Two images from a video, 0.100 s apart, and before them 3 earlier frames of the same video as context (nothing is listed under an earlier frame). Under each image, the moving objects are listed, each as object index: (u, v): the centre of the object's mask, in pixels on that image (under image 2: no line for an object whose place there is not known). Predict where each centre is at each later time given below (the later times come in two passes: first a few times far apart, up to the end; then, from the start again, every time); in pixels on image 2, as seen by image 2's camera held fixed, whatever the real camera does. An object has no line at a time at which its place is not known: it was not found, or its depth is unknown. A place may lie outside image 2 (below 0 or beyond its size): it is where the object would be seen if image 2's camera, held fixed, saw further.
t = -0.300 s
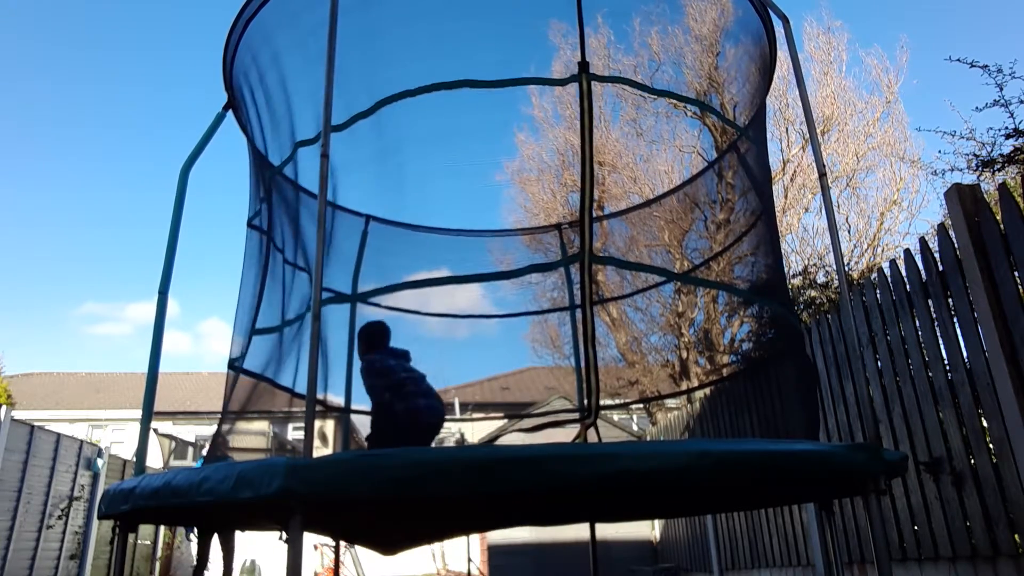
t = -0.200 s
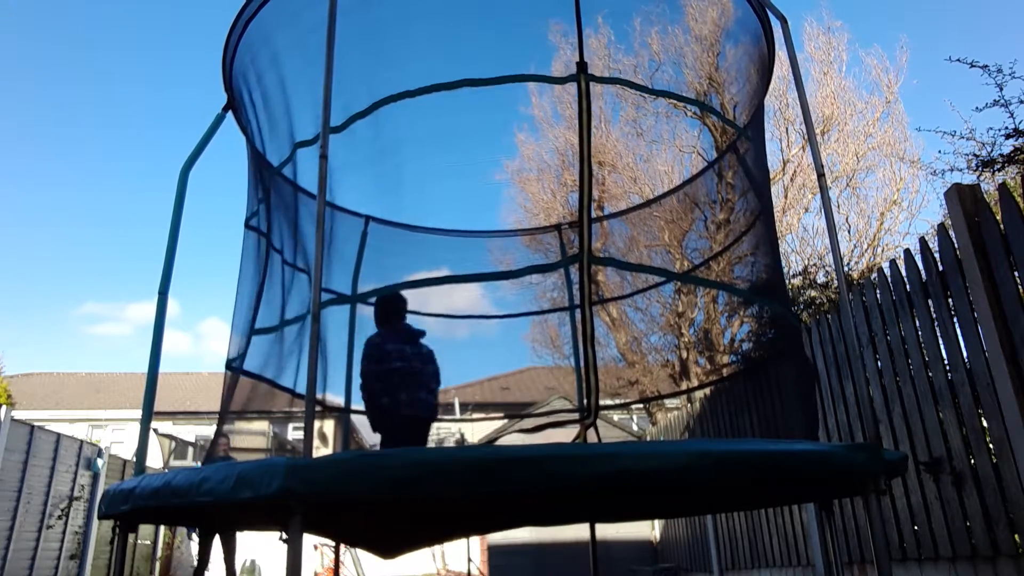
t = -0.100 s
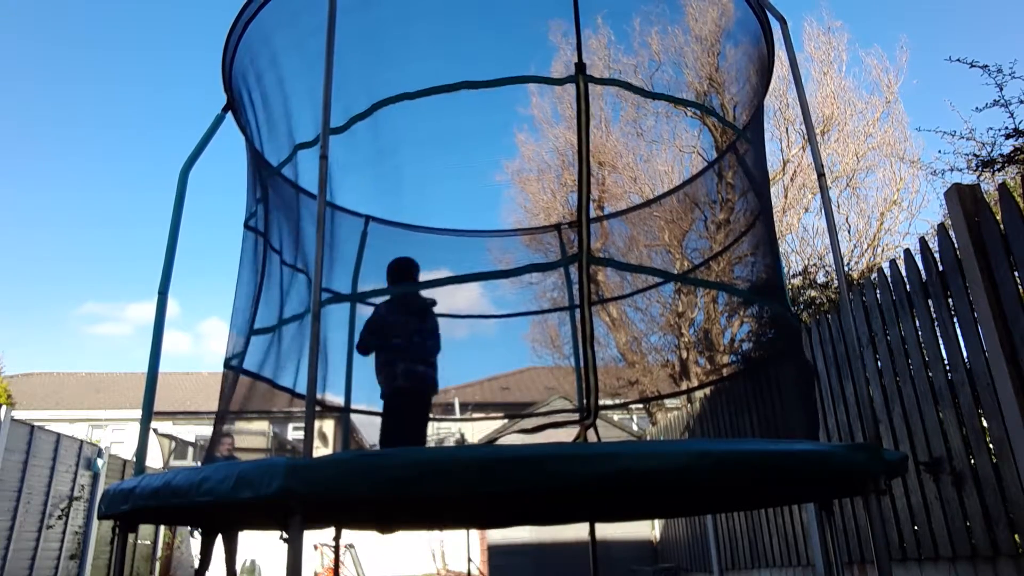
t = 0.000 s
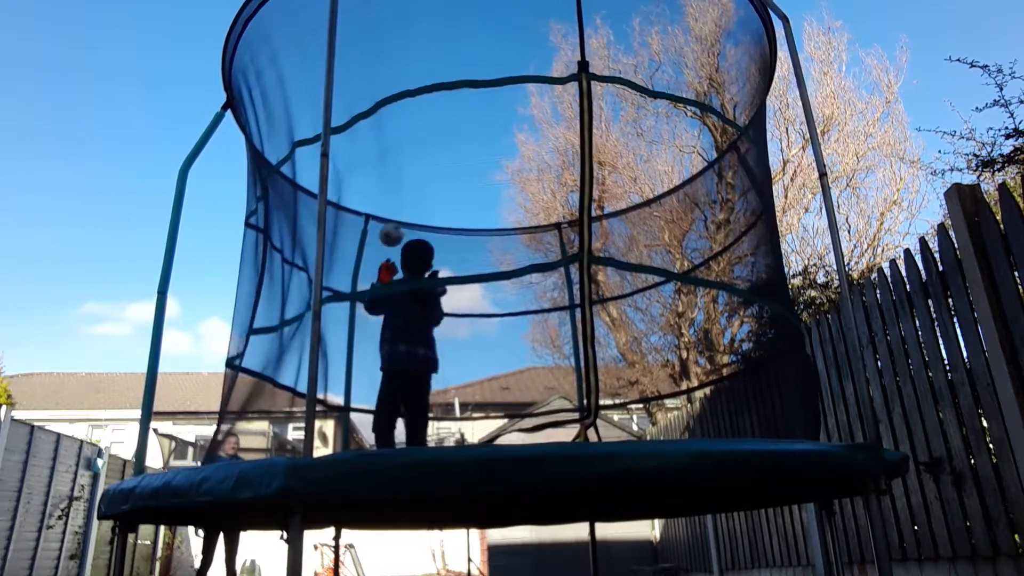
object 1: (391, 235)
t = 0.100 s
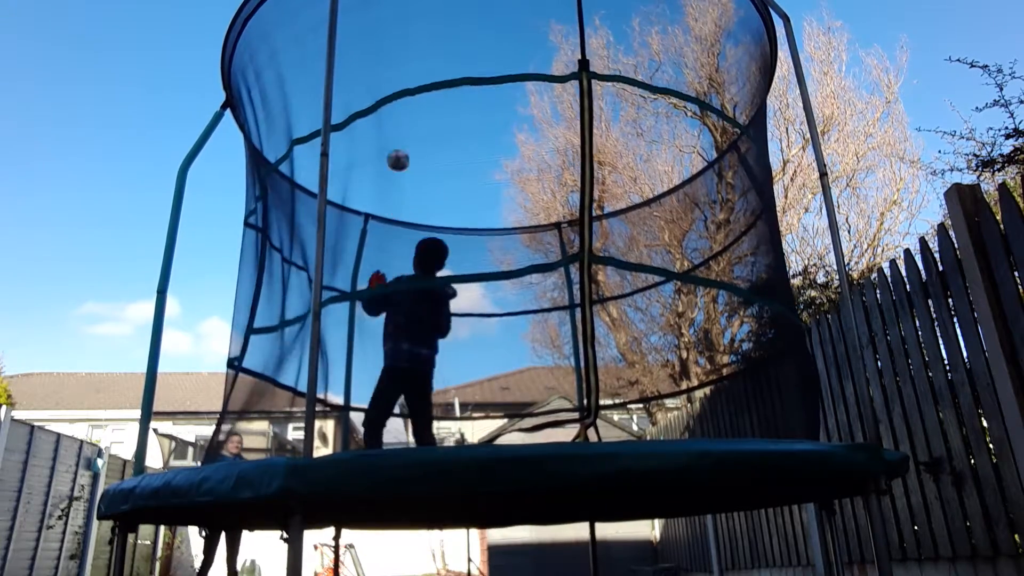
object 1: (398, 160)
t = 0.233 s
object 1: (405, 91)
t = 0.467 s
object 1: (414, 38)
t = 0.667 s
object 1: (422, 42)
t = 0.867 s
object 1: (427, 82)
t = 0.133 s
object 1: (399, 141)
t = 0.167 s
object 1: (401, 121)
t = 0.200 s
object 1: (404, 107)
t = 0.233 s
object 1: (405, 91)
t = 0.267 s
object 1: (406, 79)
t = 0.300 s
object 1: (408, 68)
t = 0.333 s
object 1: (409, 59)
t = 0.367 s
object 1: (411, 52)
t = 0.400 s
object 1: (412, 46)
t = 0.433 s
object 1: (413, 41)
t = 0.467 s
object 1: (414, 38)
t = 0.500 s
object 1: (416, 36)
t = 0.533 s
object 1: (417, 34)
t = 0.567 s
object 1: (419, 35)
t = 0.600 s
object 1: (420, 36)
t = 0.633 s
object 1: (421, 39)
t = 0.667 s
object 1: (422, 42)
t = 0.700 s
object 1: (423, 47)
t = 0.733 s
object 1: (424, 53)
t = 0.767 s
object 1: (425, 59)
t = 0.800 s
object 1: (426, 67)
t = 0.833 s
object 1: (427, 76)
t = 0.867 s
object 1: (427, 82)
